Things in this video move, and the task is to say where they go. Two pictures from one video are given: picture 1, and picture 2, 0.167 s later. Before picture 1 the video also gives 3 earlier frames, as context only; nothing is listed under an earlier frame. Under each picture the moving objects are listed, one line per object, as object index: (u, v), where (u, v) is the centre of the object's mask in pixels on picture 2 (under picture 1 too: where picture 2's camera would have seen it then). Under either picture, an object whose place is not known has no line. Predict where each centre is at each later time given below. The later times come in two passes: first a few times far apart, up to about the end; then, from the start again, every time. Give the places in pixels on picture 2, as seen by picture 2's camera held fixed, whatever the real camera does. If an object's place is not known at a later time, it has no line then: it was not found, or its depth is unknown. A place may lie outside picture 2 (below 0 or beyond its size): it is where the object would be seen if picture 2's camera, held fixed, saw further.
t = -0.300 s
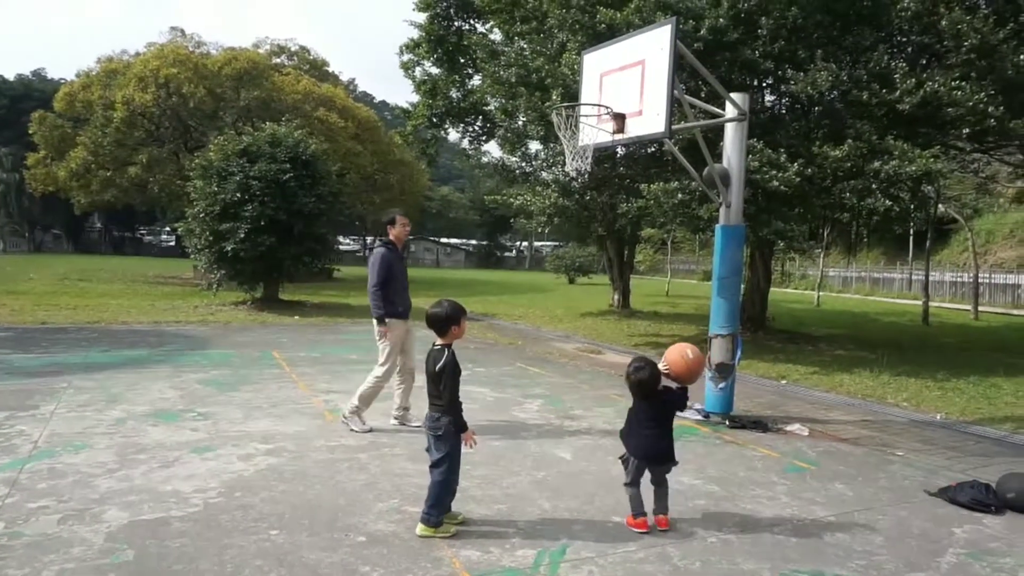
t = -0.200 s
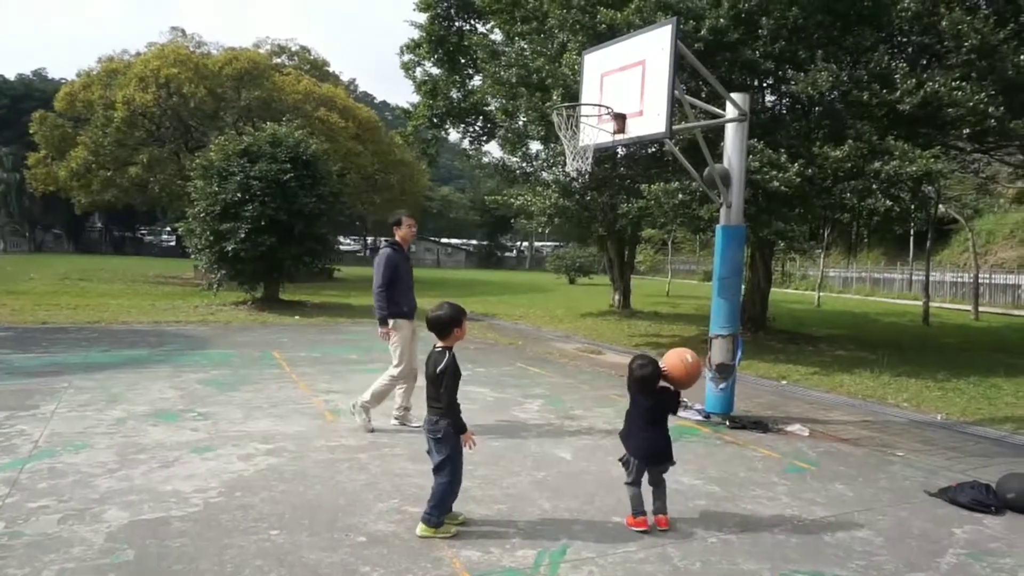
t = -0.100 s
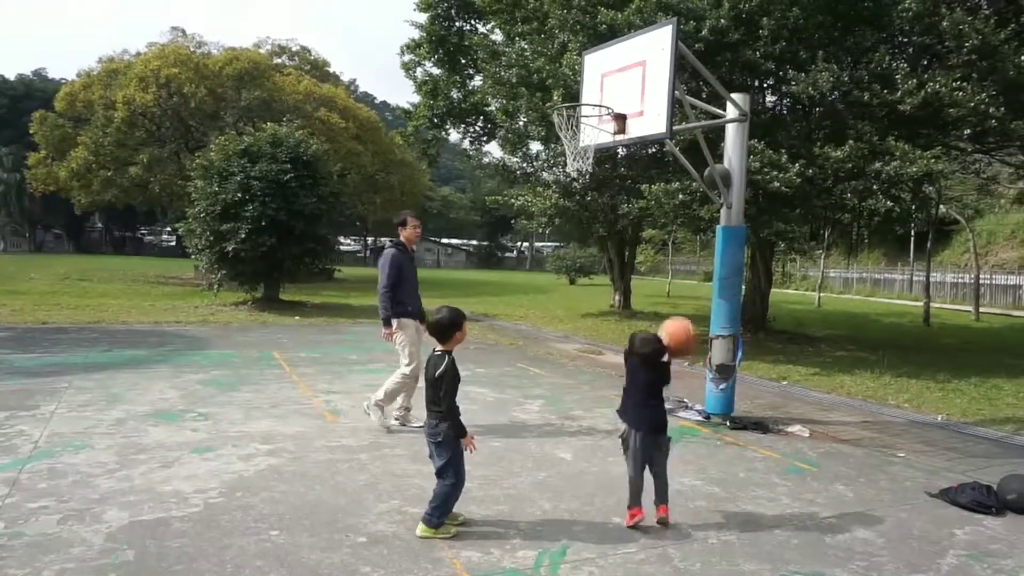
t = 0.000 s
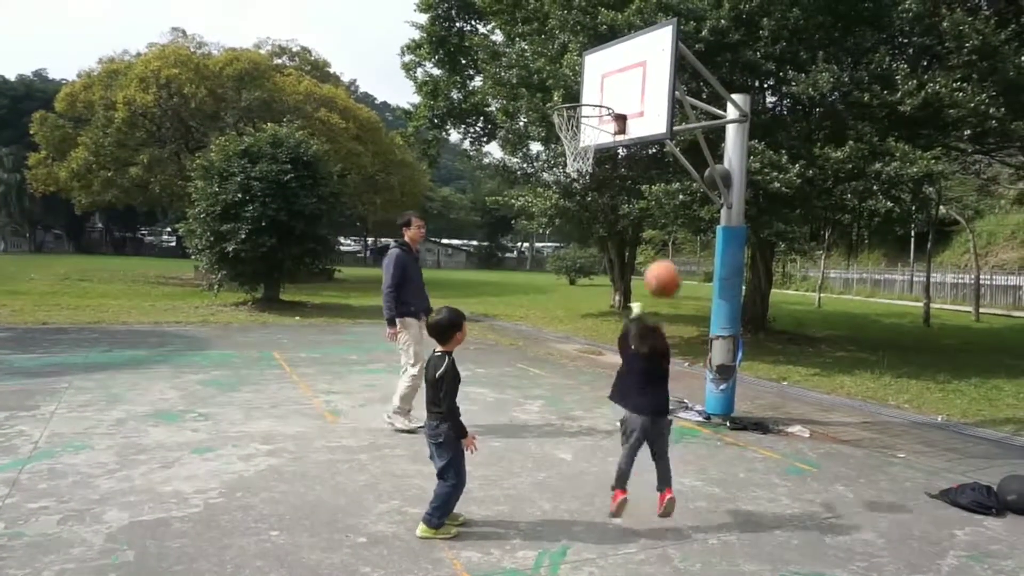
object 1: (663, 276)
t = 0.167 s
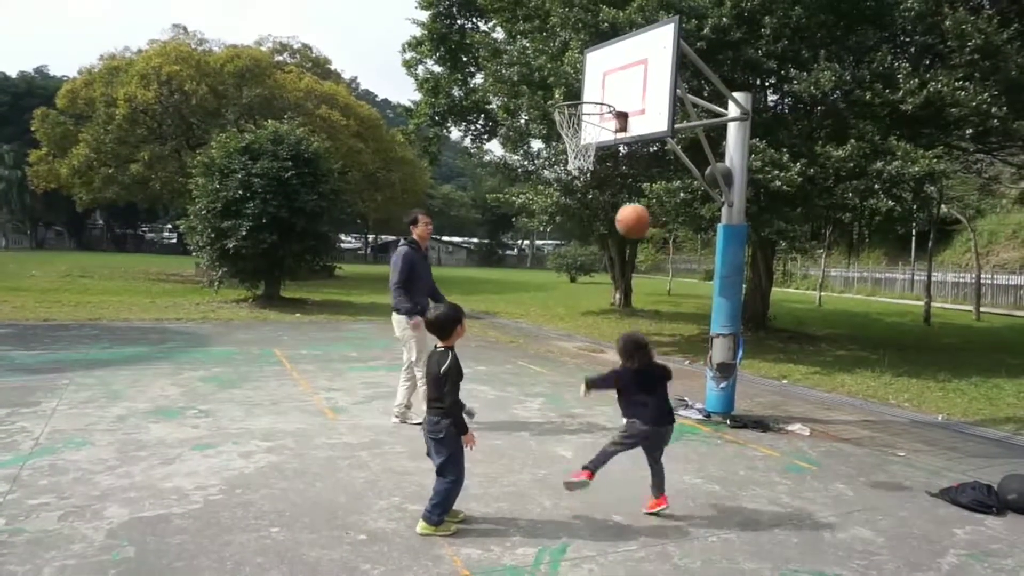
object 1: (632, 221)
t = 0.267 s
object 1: (616, 211)
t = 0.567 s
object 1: (566, 261)
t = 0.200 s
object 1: (629, 216)
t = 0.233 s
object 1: (621, 212)
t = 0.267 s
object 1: (616, 211)
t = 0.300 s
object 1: (610, 211)
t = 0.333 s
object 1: (605, 212)
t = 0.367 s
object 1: (598, 214)
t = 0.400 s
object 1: (593, 220)
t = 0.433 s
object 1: (588, 226)
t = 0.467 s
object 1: (583, 231)
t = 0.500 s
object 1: (576, 240)
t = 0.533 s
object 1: (572, 250)
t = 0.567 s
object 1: (566, 261)
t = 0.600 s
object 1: (561, 273)
